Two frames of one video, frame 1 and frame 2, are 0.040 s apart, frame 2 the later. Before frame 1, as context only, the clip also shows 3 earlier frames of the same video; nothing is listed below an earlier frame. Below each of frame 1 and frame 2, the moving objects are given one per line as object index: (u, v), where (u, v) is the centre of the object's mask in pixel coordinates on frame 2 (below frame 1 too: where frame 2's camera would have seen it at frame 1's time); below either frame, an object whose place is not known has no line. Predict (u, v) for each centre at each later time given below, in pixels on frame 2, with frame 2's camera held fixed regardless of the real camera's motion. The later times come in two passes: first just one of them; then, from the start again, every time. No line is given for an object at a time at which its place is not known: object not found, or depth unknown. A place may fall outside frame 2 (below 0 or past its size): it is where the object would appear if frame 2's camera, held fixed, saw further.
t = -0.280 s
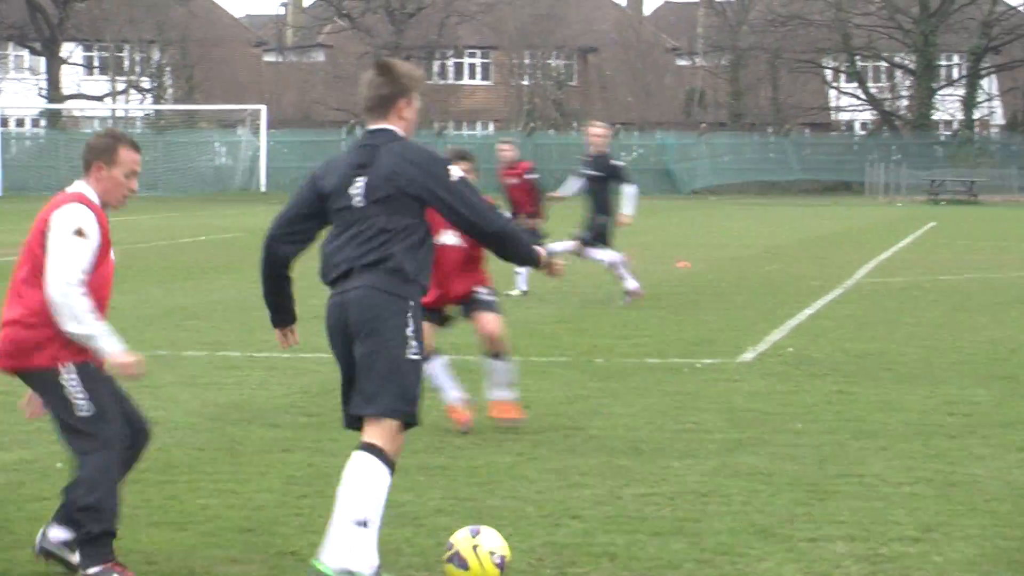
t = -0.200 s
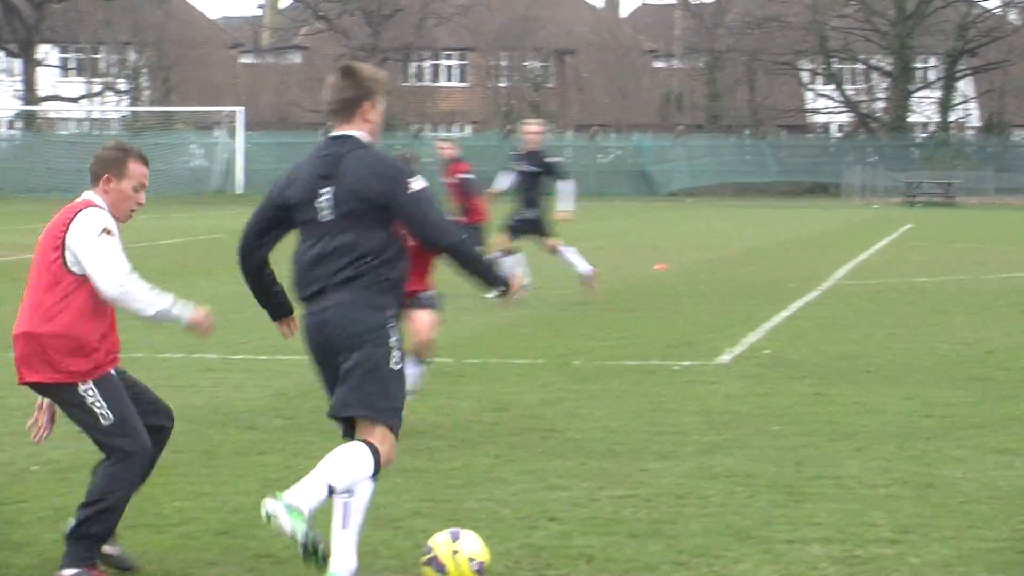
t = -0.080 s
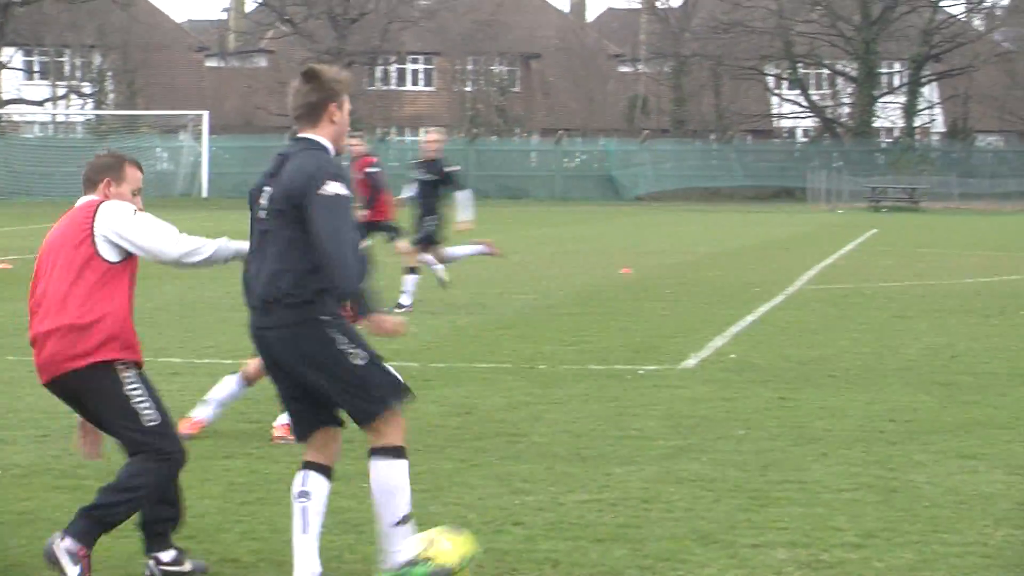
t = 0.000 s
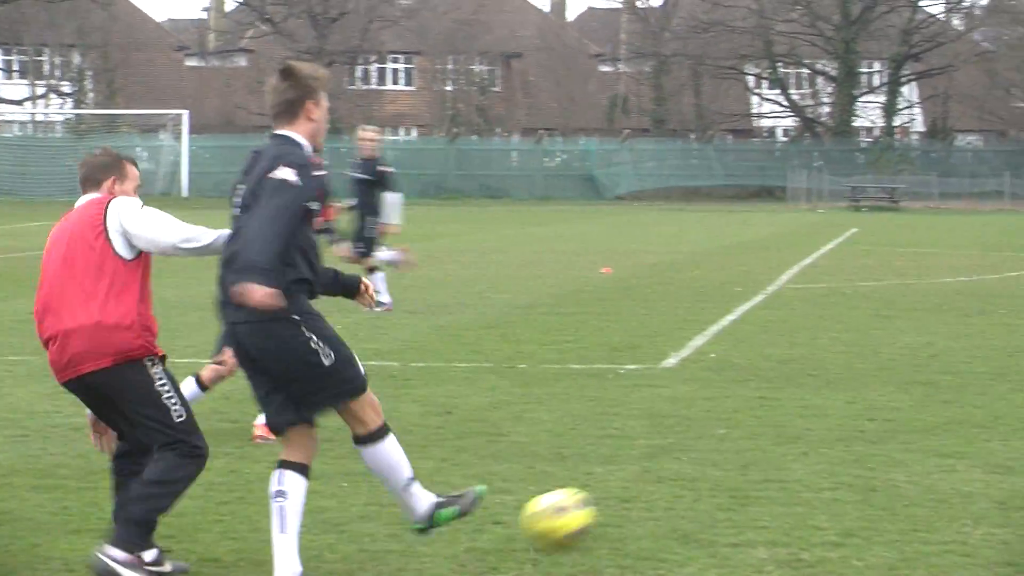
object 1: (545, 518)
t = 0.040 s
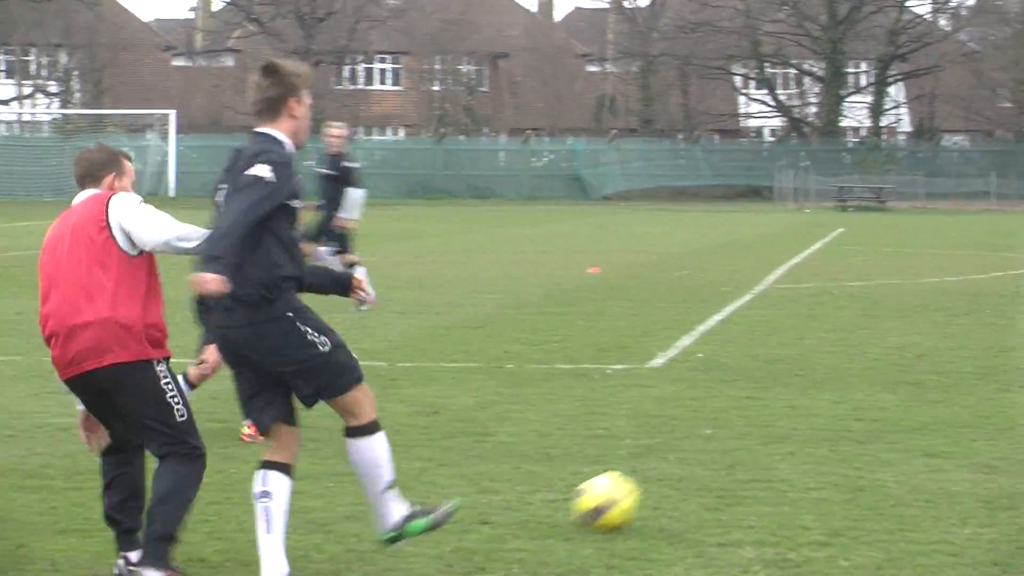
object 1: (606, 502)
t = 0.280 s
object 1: (838, 422)
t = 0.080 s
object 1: (659, 482)
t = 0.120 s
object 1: (705, 469)
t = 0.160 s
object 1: (745, 461)
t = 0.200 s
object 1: (780, 450)
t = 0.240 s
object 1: (809, 433)
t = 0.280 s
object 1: (838, 422)
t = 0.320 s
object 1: (863, 415)
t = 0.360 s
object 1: (884, 414)
